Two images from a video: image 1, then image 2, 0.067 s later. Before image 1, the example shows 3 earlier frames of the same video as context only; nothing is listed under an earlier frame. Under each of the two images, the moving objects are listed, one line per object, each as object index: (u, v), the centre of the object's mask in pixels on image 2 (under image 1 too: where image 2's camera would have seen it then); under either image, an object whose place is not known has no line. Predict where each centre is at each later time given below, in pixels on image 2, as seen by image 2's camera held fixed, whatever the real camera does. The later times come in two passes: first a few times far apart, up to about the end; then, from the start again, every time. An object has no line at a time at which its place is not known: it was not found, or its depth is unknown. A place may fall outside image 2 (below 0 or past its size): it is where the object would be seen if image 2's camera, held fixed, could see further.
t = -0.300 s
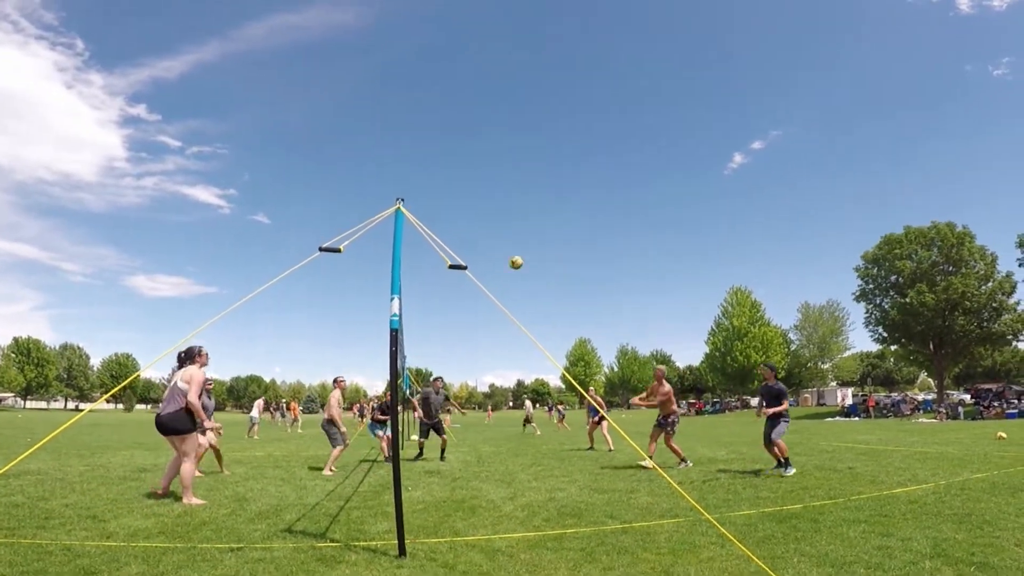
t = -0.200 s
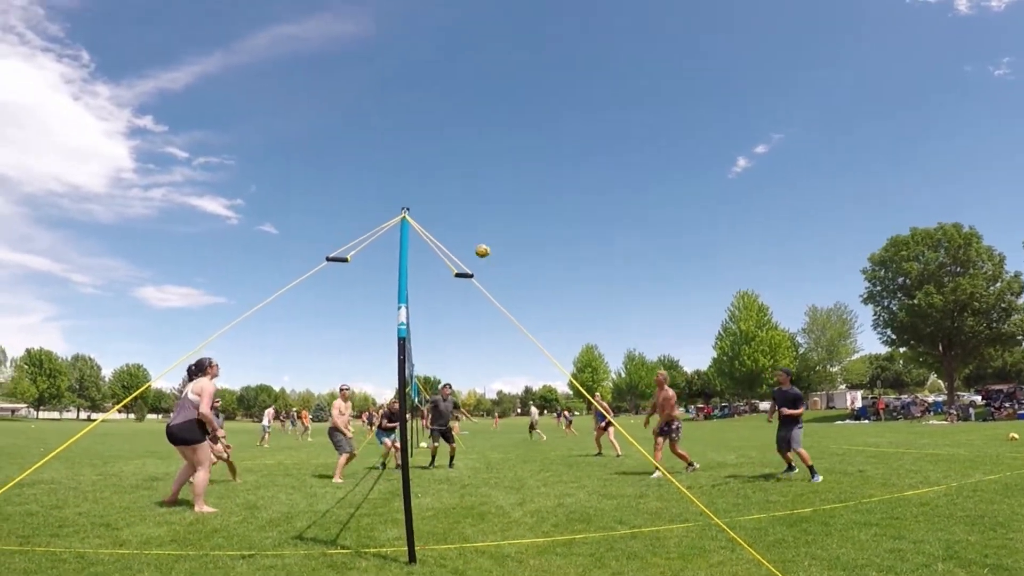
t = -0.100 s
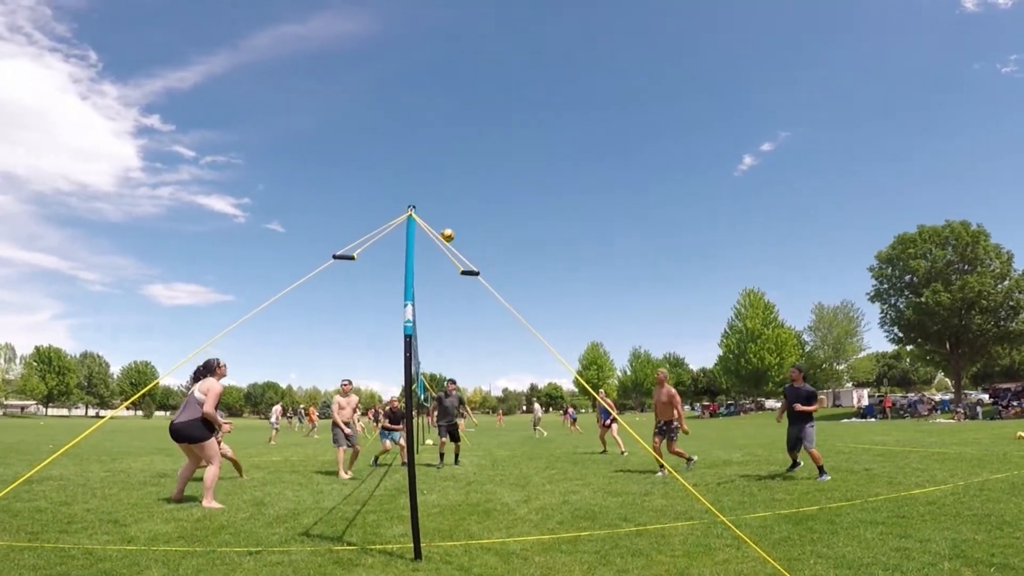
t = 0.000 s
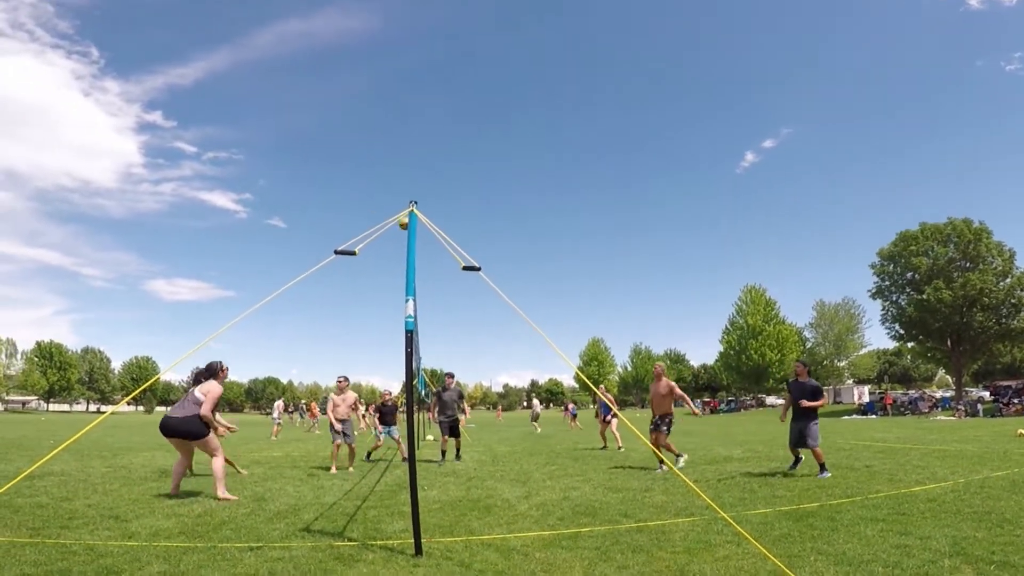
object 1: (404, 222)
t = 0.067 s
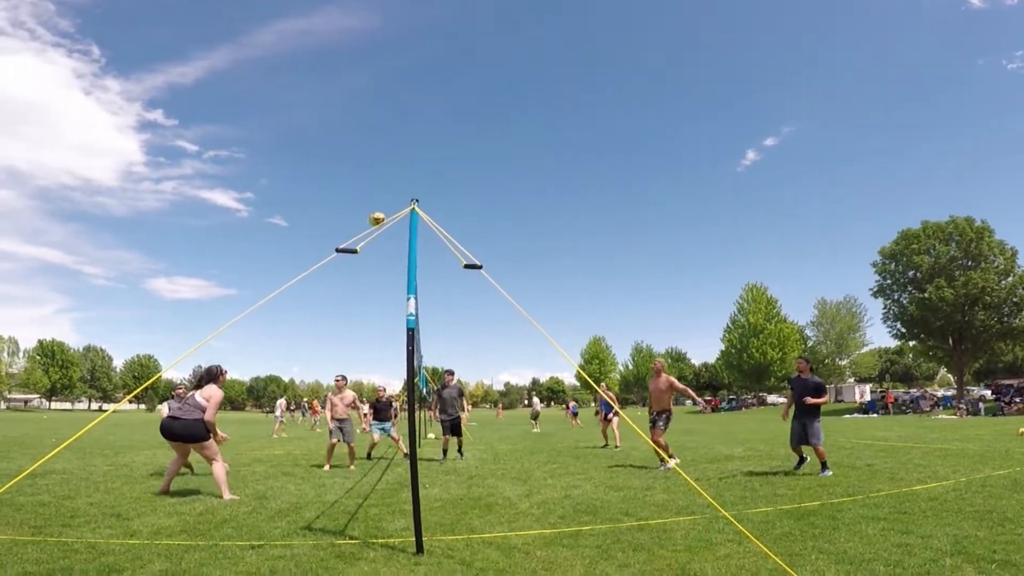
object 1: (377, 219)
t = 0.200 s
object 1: (314, 222)
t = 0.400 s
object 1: (212, 249)
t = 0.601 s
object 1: (101, 309)
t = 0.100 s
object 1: (362, 219)
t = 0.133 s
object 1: (347, 219)
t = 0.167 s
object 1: (331, 220)
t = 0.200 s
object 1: (314, 222)
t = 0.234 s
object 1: (298, 224)
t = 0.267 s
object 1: (281, 228)
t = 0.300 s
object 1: (264, 232)
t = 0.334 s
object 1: (247, 237)
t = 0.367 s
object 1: (229, 243)
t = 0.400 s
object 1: (212, 249)
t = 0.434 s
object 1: (194, 257)
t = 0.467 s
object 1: (176, 265)
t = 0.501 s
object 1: (157, 275)
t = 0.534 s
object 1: (139, 286)
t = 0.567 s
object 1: (120, 297)
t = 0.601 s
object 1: (101, 309)
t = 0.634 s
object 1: (83, 322)
